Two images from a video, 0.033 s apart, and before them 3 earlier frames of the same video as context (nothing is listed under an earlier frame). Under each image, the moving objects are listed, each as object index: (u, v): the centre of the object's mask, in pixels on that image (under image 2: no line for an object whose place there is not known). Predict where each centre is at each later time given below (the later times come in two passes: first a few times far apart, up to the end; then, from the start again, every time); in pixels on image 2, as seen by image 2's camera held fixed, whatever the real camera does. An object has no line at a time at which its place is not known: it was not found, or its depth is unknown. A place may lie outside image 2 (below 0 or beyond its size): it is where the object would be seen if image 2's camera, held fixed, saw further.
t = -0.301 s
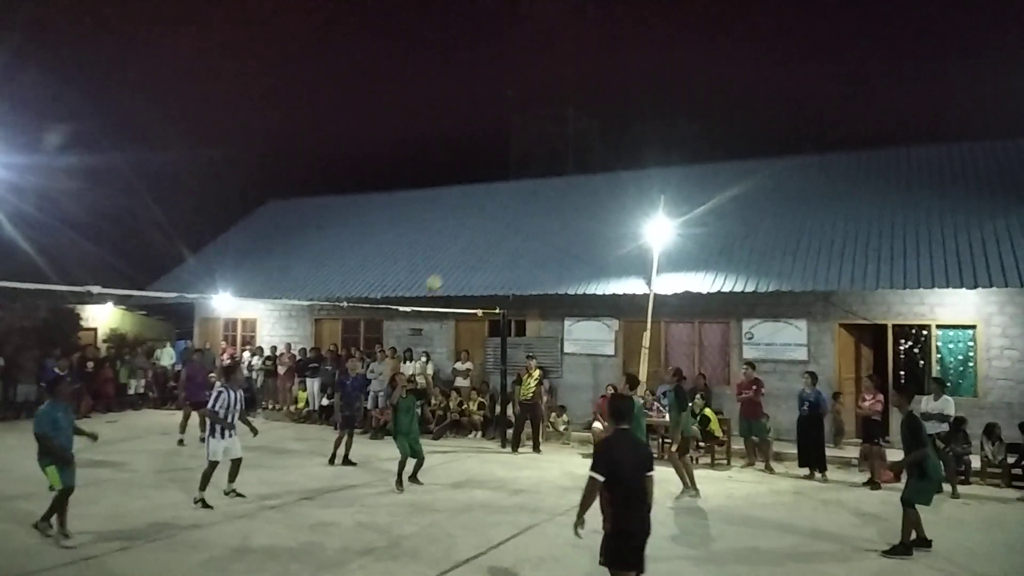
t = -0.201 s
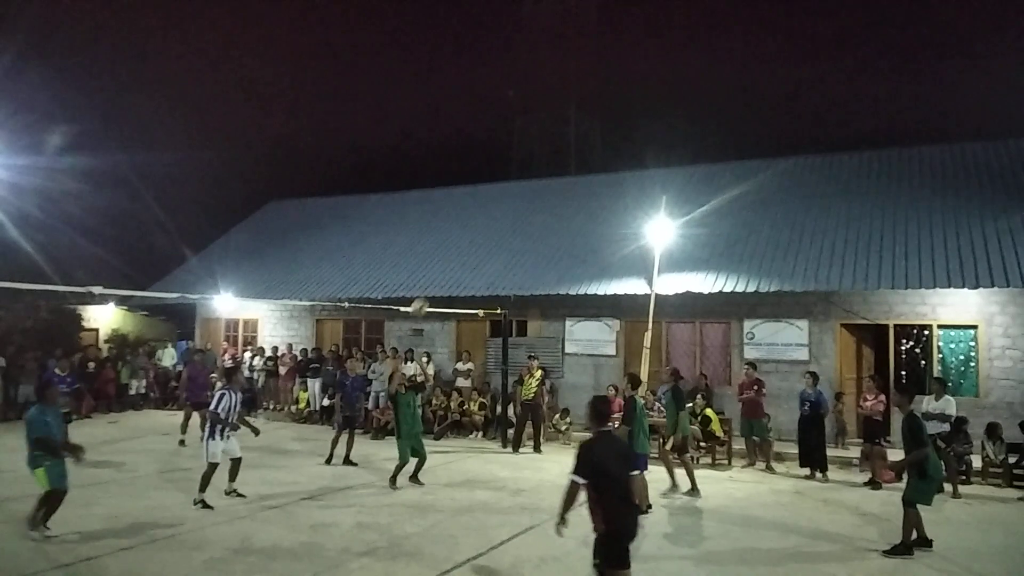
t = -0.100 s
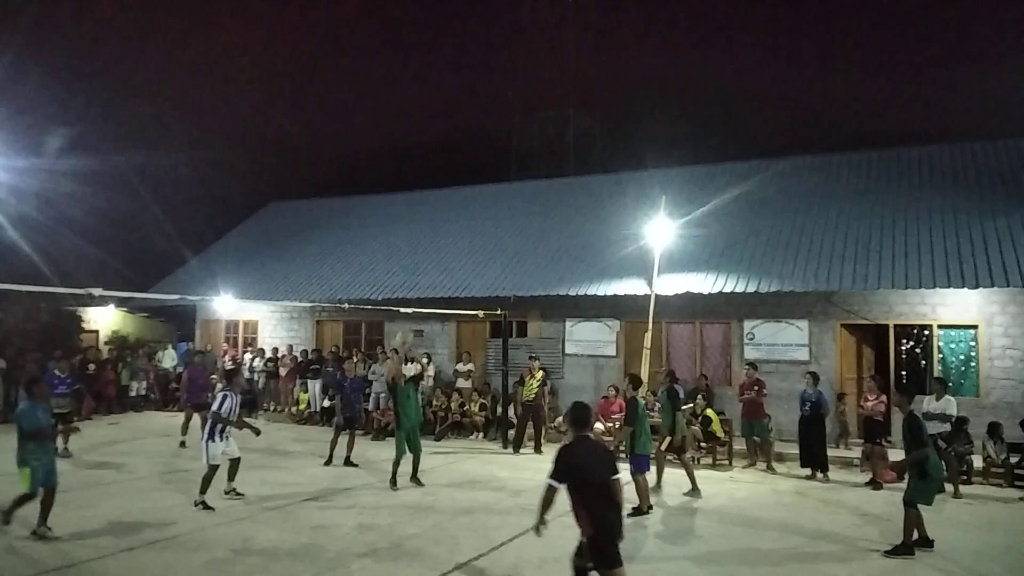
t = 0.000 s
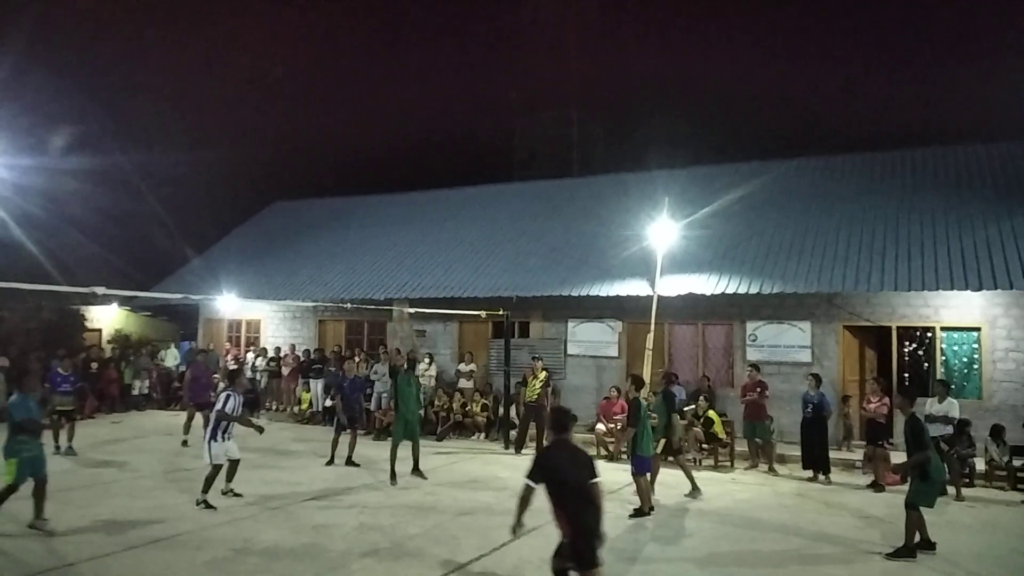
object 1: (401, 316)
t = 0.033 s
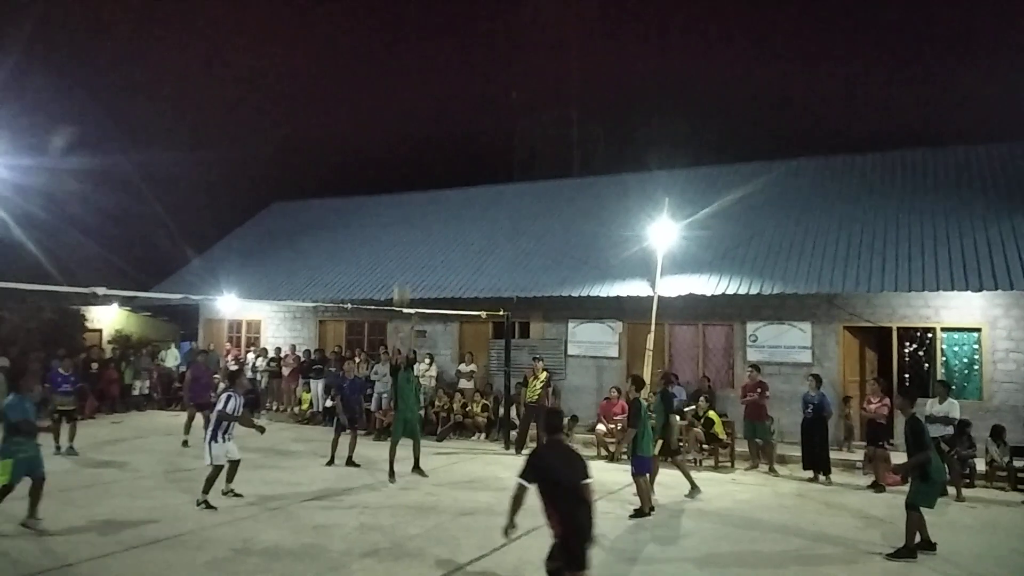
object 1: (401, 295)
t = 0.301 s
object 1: (405, 174)
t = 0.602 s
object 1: (409, 96)
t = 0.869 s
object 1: (411, 82)
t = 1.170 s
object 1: (415, 139)
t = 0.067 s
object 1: (401, 276)
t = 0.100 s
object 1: (402, 260)
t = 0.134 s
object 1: (402, 243)
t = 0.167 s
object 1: (403, 228)
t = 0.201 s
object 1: (404, 213)
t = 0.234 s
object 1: (405, 199)
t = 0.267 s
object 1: (405, 186)
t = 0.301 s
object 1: (405, 174)
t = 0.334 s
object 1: (407, 163)
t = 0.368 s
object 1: (407, 152)
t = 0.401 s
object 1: (408, 141)
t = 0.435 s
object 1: (408, 132)
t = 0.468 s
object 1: (409, 123)
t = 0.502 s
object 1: (410, 115)
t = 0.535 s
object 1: (410, 108)
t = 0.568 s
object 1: (409, 101)
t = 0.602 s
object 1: (409, 96)
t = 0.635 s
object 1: (410, 91)
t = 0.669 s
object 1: (410, 87)
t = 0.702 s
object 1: (411, 84)
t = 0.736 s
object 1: (410, 82)
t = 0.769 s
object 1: (411, 80)
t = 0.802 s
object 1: (411, 80)
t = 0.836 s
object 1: (411, 81)
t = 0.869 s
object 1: (411, 82)
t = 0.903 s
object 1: (412, 84)
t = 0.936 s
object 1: (414, 87)
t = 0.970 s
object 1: (414, 92)
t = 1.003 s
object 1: (414, 97)
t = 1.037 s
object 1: (414, 103)
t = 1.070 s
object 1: (415, 110)
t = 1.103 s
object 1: (415, 119)
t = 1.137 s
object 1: (414, 128)
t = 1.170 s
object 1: (415, 139)
